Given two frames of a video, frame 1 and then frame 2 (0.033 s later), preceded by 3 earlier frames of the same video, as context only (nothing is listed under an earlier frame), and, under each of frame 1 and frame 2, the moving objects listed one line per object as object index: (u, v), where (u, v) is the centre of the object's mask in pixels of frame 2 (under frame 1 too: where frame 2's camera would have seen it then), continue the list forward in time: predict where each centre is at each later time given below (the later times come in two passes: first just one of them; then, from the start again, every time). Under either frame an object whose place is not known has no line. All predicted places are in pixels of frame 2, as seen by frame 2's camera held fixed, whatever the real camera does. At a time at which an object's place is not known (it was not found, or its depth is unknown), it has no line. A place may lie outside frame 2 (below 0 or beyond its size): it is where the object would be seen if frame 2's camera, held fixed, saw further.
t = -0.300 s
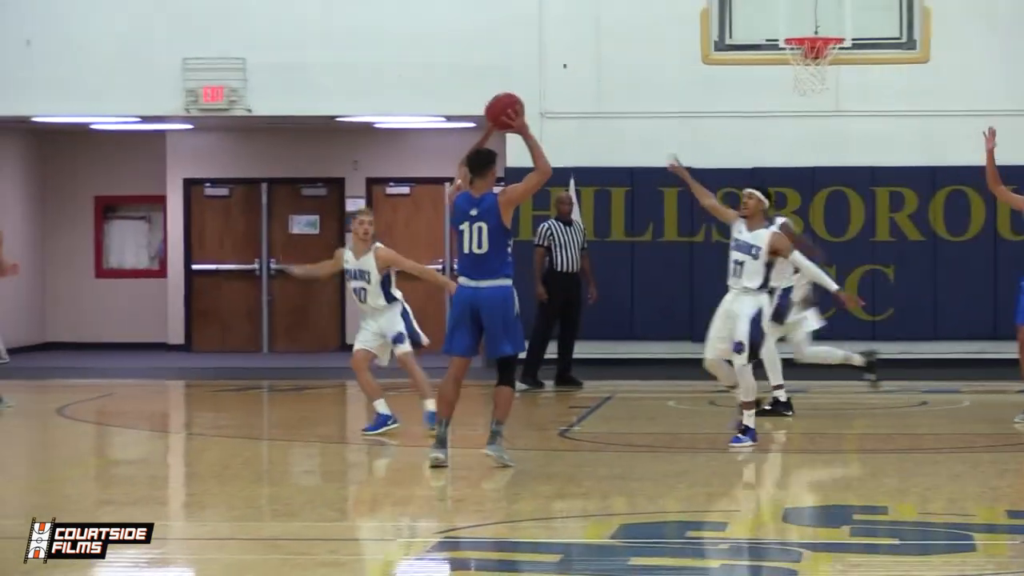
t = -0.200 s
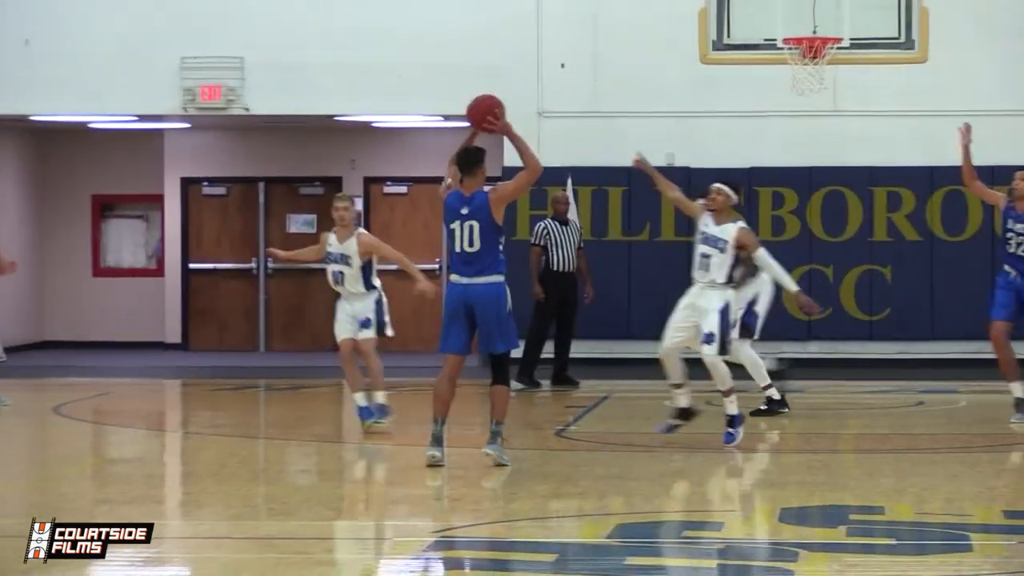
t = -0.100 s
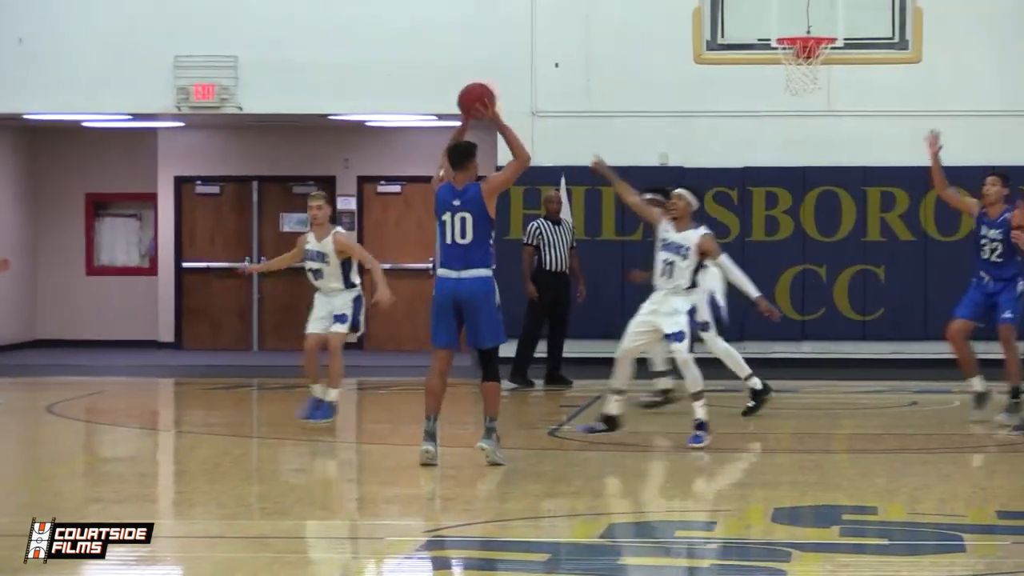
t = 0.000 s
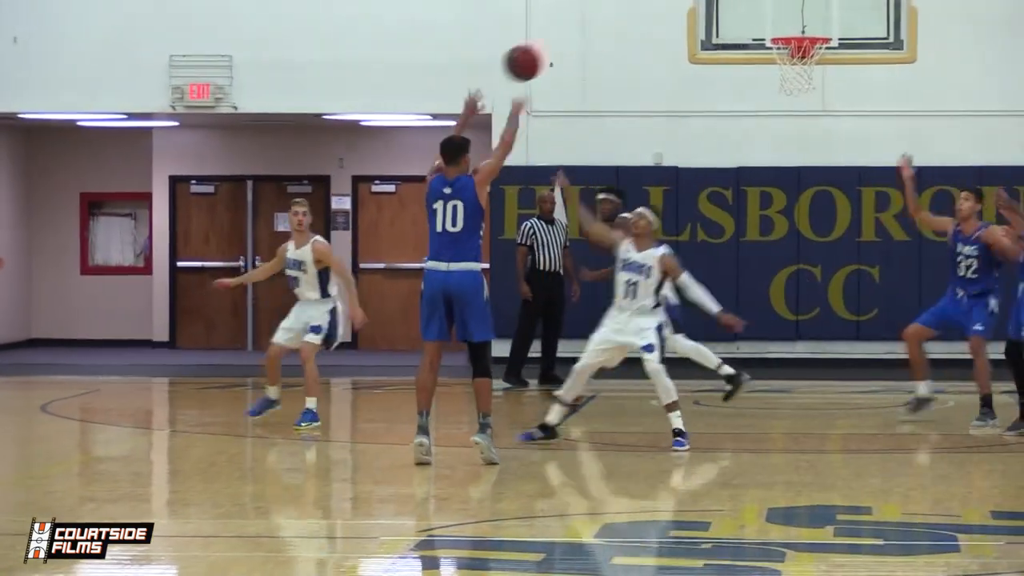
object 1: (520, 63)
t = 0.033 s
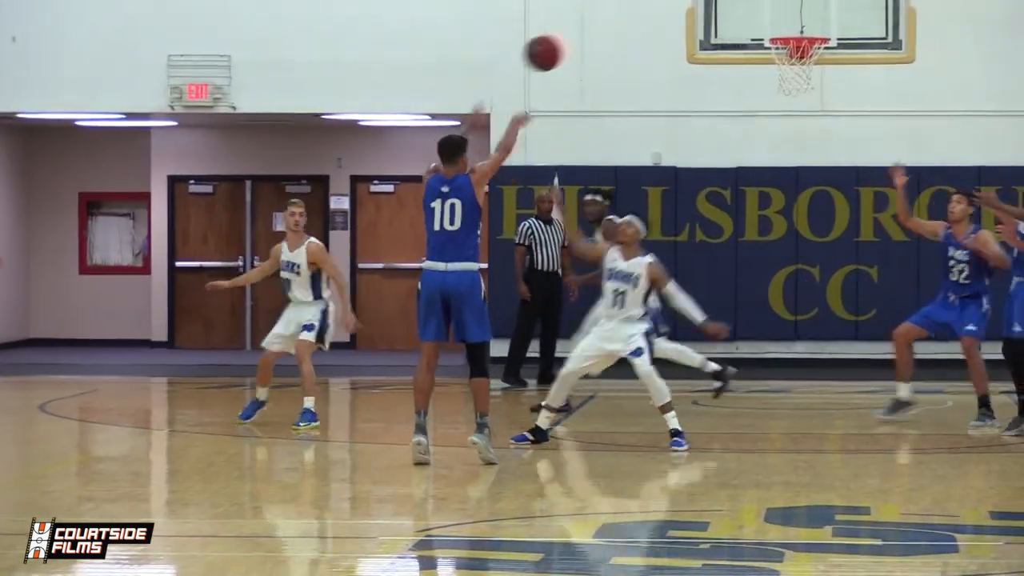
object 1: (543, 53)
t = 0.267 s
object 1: (685, 31)
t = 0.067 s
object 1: (566, 44)
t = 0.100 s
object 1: (586, 38)
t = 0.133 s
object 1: (607, 34)
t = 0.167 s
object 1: (627, 31)
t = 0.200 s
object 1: (647, 29)
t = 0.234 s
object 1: (666, 29)
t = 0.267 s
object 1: (685, 31)
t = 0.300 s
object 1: (705, 35)
